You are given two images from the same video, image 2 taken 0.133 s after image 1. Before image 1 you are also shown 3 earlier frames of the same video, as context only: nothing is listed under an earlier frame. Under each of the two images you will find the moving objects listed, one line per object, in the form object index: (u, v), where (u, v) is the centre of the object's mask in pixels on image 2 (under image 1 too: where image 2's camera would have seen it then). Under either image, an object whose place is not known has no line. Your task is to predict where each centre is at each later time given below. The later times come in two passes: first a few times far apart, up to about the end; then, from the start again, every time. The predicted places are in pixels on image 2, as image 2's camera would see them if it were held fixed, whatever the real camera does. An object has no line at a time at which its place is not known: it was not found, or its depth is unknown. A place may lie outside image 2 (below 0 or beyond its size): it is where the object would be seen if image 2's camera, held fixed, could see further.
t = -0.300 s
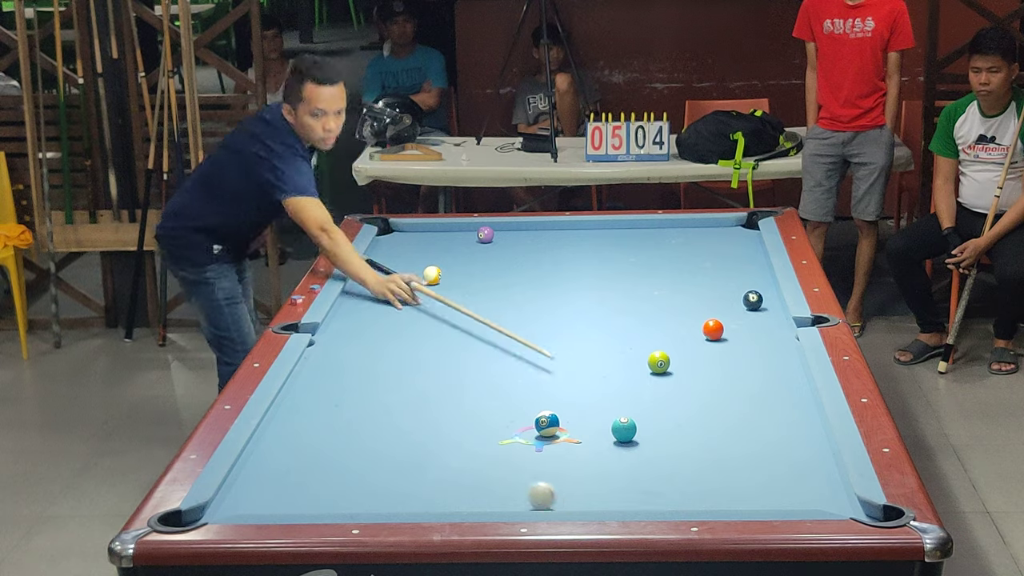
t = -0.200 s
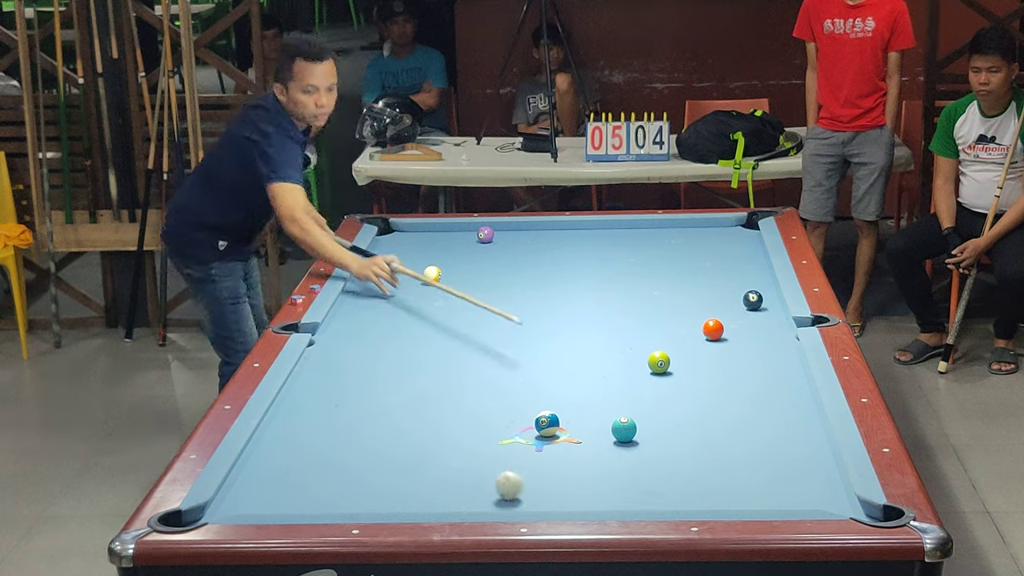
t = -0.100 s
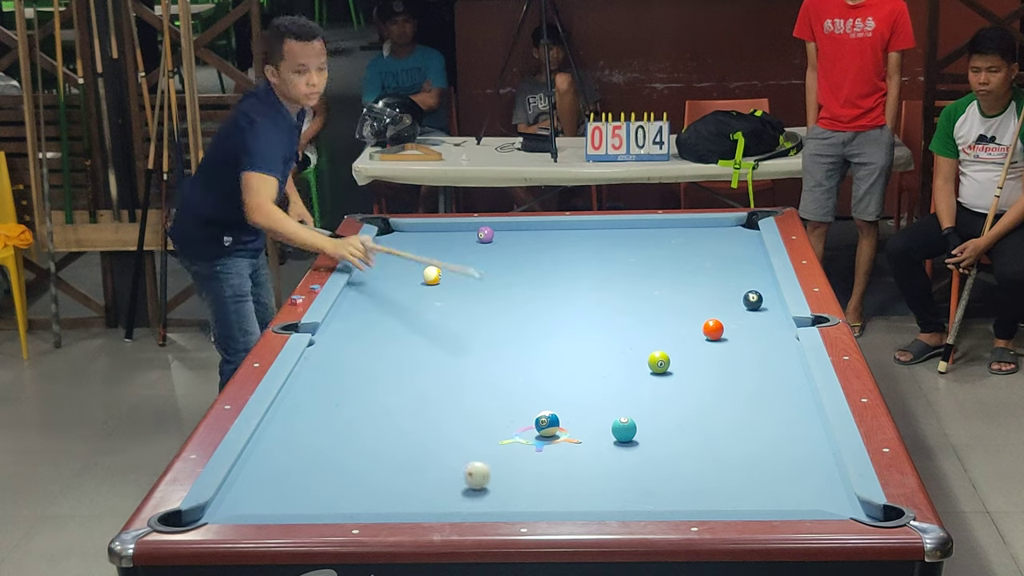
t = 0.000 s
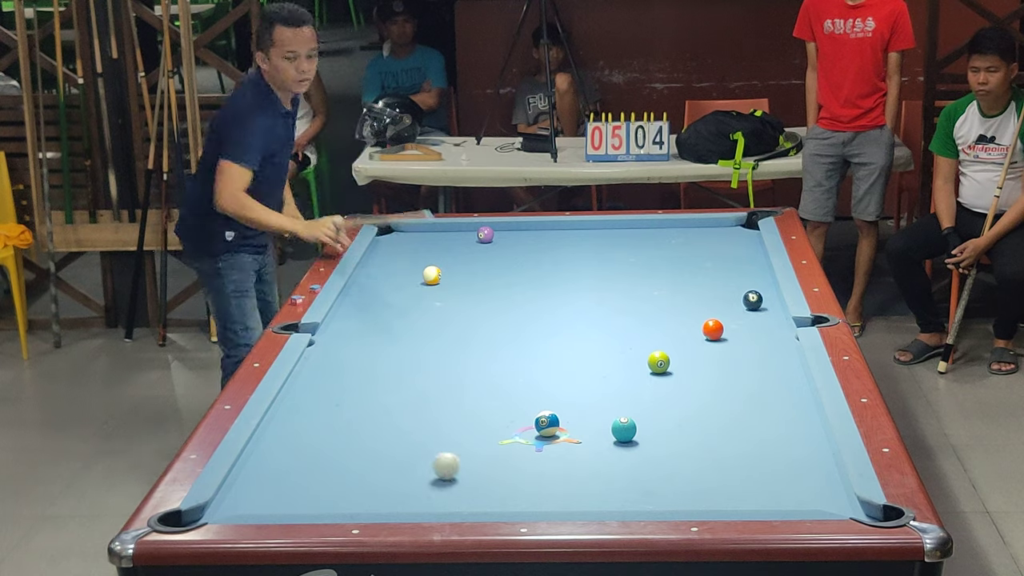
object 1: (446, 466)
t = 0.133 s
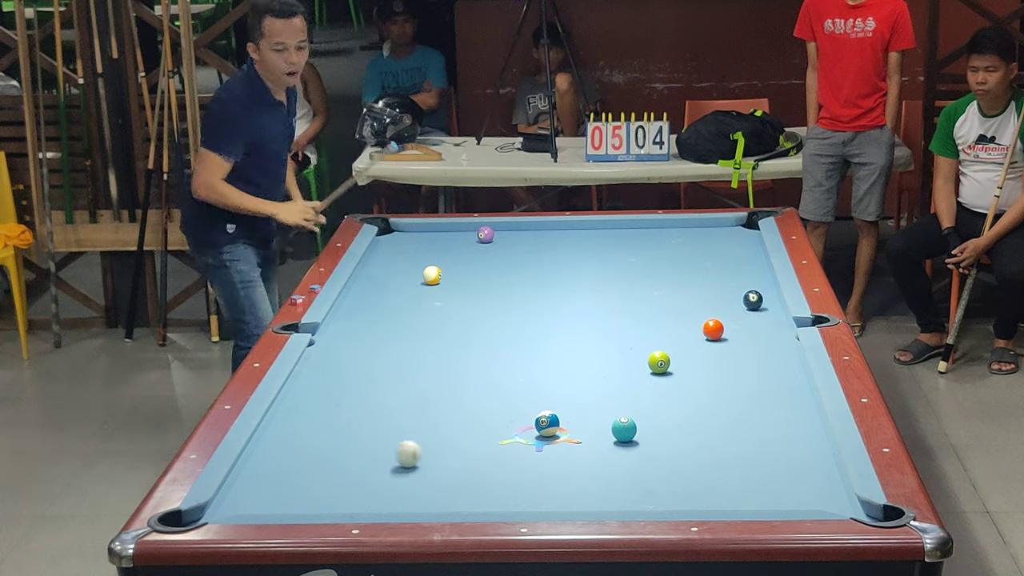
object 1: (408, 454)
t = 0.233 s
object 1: (380, 446)
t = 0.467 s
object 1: (320, 427)
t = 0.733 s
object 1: (292, 408)
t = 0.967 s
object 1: (336, 393)
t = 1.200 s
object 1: (375, 379)
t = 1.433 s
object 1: (412, 367)
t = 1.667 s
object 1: (445, 356)
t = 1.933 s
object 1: (480, 344)
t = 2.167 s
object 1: (507, 335)
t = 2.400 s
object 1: (532, 327)
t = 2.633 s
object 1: (555, 319)
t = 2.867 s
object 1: (576, 312)
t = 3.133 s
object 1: (598, 305)
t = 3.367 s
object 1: (614, 299)
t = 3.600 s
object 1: (630, 294)
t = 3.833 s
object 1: (644, 290)
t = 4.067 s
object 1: (656, 285)
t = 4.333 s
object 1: (669, 281)
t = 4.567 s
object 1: (678, 278)
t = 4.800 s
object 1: (687, 275)
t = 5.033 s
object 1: (694, 273)
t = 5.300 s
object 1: (700, 271)
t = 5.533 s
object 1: (704, 270)
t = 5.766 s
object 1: (708, 269)
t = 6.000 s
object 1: (710, 268)
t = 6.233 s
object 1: (710, 268)
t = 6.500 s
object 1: (710, 268)
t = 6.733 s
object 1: (711, 268)
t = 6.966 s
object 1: (711, 268)
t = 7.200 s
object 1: (712, 268)
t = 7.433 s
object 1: (712, 268)
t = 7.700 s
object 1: (712, 268)
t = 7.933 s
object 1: (712, 268)
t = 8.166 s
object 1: (712, 268)
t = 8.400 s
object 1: (712, 268)
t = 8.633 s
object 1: (712, 268)
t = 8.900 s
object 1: (712, 268)
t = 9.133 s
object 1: (712, 268)
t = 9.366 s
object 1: (712, 268)
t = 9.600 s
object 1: (712, 268)
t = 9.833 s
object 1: (712, 268)
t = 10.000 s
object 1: (712, 268)
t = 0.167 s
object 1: (398, 452)
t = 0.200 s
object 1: (389, 449)
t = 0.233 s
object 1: (380, 446)
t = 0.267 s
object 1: (371, 443)
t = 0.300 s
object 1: (363, 440)
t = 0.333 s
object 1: (354, 438)
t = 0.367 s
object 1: (345, 435)
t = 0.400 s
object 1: (337, 432)
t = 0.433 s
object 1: (329, 429)
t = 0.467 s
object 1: (320, 427)
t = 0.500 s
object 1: (313, 425)
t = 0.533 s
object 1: (305, 422)
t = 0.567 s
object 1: (297, 420)
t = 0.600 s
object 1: (290, 417)
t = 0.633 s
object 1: (282, 415)
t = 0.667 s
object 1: (279, 412)
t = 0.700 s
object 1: (285, 410)
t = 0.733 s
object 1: (292, 408)
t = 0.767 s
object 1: (299, 405)
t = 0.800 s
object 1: (305, 403)
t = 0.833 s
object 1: (312, 401)
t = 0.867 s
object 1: (318, 399)
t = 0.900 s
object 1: (324, 397)
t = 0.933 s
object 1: (329, 395)
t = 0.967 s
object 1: (336, 393)
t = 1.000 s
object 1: (341, 391)
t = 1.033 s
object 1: (347, 389)
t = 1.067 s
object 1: (353, 387)
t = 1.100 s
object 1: (359, 385)
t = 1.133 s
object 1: (364, 383)
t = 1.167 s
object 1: (370, 381)
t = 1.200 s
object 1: (375, 379)
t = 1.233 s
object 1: (381, 378)
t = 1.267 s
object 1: (386, 376)
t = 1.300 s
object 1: (391, 374)
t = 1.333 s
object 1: (397, 372)
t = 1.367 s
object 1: (402, 371)
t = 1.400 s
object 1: (407, 369)
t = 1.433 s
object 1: (412, 367)
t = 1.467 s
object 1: (417, 366)
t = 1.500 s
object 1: (422, 364)
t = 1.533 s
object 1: (426, 362)
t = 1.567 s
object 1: (431, 361)
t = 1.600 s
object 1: (436, 359)
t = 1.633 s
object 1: (441, 357)
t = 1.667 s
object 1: (445, 356)
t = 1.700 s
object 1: (450, 354)
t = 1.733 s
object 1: (454, 353)
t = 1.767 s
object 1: (458, 352)
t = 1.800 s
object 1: (463, 350)
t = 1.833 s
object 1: (467, 349)
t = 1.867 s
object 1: (471, 347)
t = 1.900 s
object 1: (476, 346)
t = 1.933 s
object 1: (480, 344)
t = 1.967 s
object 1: (484, 343)
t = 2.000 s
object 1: (488, 342)
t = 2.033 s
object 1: (492, 340)
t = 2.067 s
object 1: (496, 339)
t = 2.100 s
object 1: (500, 337)
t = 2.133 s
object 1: (503, 337)
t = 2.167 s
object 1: (507, 335)
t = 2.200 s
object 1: (511, 334)
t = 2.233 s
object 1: (515, 332)
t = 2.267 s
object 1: (518, 331)
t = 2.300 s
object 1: (522, 330)
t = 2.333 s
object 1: (525, 329)
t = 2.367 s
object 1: (529, 328)
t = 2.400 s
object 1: (532, 327)
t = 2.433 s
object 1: (536, 325)
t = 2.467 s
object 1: (539, 324)
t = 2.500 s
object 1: (542, 323)
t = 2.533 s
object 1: (546, 322)
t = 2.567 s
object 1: (549, 321)
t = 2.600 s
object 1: (552, 320)
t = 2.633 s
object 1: (555, 319)
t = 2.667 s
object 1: (558, 318)
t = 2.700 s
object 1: (561, 317)
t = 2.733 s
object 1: (565, 316)
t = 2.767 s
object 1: (567, 315)
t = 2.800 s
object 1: (570, 314)
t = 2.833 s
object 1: (573, 313)
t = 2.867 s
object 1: (576, 312)
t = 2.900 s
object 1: (579, 311)
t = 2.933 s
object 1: (582, 310)
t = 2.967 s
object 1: (585, 309)
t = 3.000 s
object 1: (587, 308)
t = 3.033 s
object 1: (590, 307)
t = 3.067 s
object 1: (593, 306)
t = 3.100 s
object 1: (595, 306)
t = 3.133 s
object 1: (598, 305)
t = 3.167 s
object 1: (600, 304)
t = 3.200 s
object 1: (603, 303)
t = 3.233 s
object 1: (605, 302)
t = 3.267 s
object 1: (607, 301)
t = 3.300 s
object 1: (610, 300)
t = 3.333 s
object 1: (612, 300)
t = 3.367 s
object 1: (614, 299)
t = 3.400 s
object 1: (617, 298)
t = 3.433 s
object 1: (620, 298)
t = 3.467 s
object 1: (621, 297)
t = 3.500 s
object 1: (624, 296)
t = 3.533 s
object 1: (626, 295)
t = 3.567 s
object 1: (628, 295)
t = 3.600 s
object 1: (630, 294)
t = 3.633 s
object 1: (632, 293)
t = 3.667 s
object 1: (634, 292)
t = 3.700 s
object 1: (637, 292)
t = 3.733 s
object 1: (638, 291)
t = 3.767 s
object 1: (640, 291)
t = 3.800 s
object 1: (643, 290)
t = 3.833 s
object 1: (644, 290)
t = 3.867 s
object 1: (646, 289)
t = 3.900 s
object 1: (648, 288)
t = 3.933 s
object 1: (650, 288)
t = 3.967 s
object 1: (651, 287)
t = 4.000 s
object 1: (653, 287)
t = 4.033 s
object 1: (655, 286)
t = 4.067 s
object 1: (656, 285)
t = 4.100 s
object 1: (658, 285)
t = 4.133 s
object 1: (659, 284)
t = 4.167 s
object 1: (661, 284)
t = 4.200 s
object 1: (663, 283)
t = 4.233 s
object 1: (664, 282)
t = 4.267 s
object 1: (666, 282)
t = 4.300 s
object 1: (667, 282)
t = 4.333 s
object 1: (669, 281)
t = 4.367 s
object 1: (670, 281)
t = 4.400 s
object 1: (671, 280)
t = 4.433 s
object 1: (673, 280)
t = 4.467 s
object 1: (674, 279)
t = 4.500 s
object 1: (676, 279)
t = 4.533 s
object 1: (677, 278)
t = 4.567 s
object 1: (678, 278)
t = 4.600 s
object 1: (679, 277)
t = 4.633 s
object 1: (681, 277)
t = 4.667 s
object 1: (682, 276)
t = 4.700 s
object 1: (683, 276)
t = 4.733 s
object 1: (684, 276)
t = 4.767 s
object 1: (686, 275)
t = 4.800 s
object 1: (687, 275)
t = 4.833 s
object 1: (688, 275)
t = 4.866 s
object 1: (689, 275)
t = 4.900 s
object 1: (690, 274)
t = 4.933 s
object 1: (691, 274)
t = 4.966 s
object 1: (692, 274)
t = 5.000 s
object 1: (693, 273)
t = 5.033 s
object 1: (694, 273)
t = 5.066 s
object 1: (695, 273)
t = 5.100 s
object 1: (696, 272)
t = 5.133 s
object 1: (696, 272)
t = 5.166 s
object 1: (697, 272)
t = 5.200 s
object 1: (698, 272)
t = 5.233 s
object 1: (699, 271)
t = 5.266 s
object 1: (699, 271)
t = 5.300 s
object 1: (700, 271)
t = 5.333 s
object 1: (701, 271)
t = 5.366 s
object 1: (701, 270)
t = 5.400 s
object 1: (702, 270)
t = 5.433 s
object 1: (703, 270)
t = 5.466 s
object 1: (703, 270)
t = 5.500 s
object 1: (704, 270)
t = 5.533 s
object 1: (704, 270)
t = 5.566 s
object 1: (705, 269)
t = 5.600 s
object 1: (705, 269)
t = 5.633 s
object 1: (706, 269)
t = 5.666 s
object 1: (707, 269)
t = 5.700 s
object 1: (707, 269)
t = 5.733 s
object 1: (708, 269)
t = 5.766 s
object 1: (708, 269)
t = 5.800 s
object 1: (708, 268)
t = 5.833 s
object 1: (709, 268)
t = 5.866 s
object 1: (709, 268)
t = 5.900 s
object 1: (709, 268)
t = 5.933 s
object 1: (709, 268)
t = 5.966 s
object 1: (709, 268)
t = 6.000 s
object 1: (710, 268)
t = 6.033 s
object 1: (710, 268)
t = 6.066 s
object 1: (710, 268)
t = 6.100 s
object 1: (710, 268)
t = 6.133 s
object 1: (710, 268)
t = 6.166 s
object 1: (710, 268)
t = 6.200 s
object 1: (710, 268)
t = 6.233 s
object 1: (710, 268)
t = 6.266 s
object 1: (710, 268)
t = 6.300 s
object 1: (710, 268)
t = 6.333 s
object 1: (710, 268)
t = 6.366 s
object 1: (710, 268)
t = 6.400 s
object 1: (710, 268)
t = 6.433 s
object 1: (710, 268)
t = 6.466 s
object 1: (710, 268)
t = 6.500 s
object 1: (710, 268)
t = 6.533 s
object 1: (710, 268)
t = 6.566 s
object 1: (710, 268)
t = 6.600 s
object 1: (710, 268)
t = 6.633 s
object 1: (710, 268)
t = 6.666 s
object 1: (710, 268)
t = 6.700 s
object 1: (710, 268)
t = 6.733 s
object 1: (711, 268)
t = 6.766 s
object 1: (711, 268)
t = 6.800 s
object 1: (711, 268)
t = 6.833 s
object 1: (711, 268)
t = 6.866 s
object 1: (711, 268)
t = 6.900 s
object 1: (711, 268)
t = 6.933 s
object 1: (711, 268)
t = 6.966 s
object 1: (711, 268)
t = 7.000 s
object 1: (711, 268)
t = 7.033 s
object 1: (712, 268)
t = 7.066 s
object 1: (712, 268)
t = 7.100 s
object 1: (712, 268)
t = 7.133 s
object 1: (712, 268)
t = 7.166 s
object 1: (712, 268)
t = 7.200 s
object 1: (712, 268)
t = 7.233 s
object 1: (712, 268)
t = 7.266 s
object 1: (712, 268)
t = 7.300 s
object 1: (712, 268)
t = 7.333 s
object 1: (712, 268)
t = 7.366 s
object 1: (712, 268)
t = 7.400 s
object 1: (712, 268)
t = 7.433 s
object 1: (712, 268)
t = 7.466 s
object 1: (712, 268)
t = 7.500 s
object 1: (712, 268)
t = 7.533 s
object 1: (712, 268)
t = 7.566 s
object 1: (712, 268)
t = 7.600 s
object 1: (712, 268)
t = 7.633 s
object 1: (712, 268)
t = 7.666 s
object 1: (712, 268)
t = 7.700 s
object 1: (712, 268)
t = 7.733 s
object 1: (712, 268)
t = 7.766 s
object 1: (712, 268)
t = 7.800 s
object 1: (712, 268)
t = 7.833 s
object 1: (712, 268)
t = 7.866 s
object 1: (712, 268)
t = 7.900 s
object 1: (712, 268)
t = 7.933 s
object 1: (712, 268)
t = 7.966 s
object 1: (712, 268)
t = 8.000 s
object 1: (712, 268)
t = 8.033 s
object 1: (712, 268)
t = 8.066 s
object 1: (712, 268)
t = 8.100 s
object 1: (712, 268)
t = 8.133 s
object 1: (712, 268)
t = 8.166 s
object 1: (712, 268)
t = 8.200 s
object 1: (712, 268)
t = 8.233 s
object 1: (712, 268)
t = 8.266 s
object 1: (712, 268)
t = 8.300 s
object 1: (712, 268)
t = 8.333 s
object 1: (712, 268)
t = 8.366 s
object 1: (712, 268)
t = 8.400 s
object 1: (712, 268)
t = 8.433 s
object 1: (712, 268)
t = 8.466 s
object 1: (712, 268)
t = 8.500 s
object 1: (712, 268)
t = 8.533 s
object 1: (712, 268)
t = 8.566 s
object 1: (712, 268)
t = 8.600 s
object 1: (712, 268)
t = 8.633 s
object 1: (712, 268)
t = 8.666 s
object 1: (712, 268)
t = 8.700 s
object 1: (712, 268)
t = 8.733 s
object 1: (712, 268)
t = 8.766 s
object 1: (712, 268)
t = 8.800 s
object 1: (712, 268)
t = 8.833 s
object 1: (712, 268)
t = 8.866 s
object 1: (712, 268)
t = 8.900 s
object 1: (712, 268)
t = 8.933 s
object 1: (712, 268)
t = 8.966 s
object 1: (712, 268)
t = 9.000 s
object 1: (712, 268)
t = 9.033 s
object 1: (712, 268)
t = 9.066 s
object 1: (712, 268)
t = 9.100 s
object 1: (712, 268)
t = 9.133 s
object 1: (712, 268)
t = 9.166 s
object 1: (712, 268)
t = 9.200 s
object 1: (712, 268)
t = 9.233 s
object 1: (712, 268)
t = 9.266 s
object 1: (712, 268)
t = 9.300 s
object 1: (712, 268)
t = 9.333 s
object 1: (712, 268)
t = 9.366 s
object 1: (712, 268)
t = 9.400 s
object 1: (712, 268)
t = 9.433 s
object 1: (712, 268)
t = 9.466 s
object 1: (712, 268)
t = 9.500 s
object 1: (712, 268)
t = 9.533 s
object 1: (712, 268)
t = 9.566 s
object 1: (712, 268)
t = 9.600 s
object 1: (712, 268)
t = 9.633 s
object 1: (712, 268)
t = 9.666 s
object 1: (712, 268)
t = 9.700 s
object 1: (712, 268)
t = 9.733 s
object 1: (712, 268)
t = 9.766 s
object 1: (712, 268)
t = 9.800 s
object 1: (712, 268)
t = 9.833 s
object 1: (712, 268)
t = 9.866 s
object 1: (712, 268)
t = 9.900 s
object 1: (712, 268)
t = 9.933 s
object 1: (712, 268)
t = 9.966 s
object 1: (712, 268)
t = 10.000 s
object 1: (712, 268)
